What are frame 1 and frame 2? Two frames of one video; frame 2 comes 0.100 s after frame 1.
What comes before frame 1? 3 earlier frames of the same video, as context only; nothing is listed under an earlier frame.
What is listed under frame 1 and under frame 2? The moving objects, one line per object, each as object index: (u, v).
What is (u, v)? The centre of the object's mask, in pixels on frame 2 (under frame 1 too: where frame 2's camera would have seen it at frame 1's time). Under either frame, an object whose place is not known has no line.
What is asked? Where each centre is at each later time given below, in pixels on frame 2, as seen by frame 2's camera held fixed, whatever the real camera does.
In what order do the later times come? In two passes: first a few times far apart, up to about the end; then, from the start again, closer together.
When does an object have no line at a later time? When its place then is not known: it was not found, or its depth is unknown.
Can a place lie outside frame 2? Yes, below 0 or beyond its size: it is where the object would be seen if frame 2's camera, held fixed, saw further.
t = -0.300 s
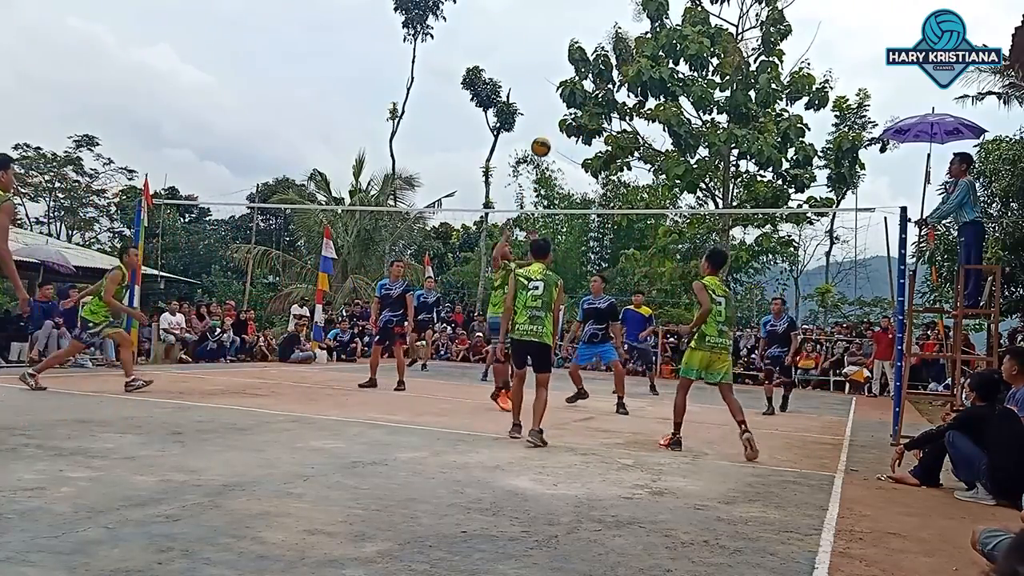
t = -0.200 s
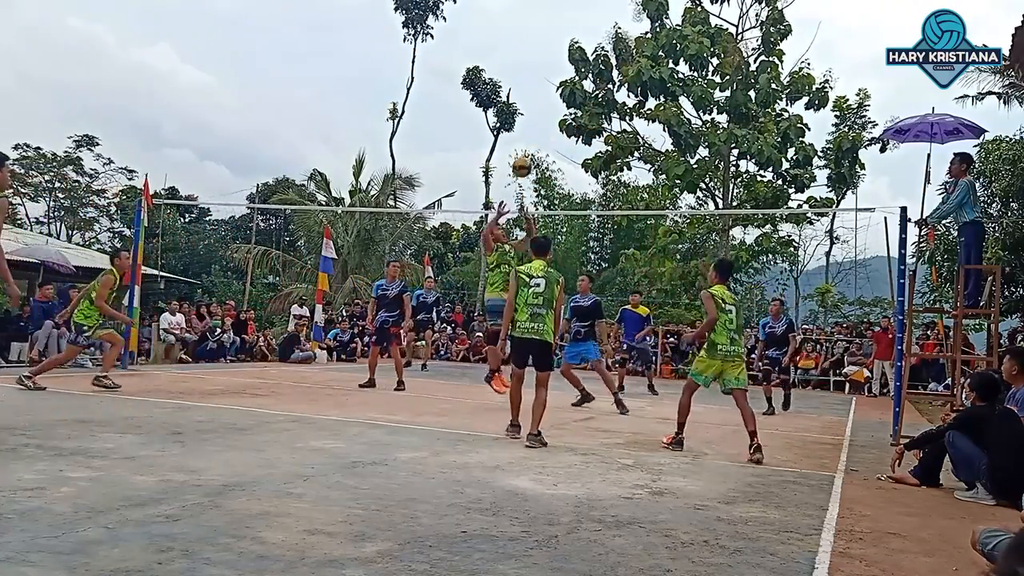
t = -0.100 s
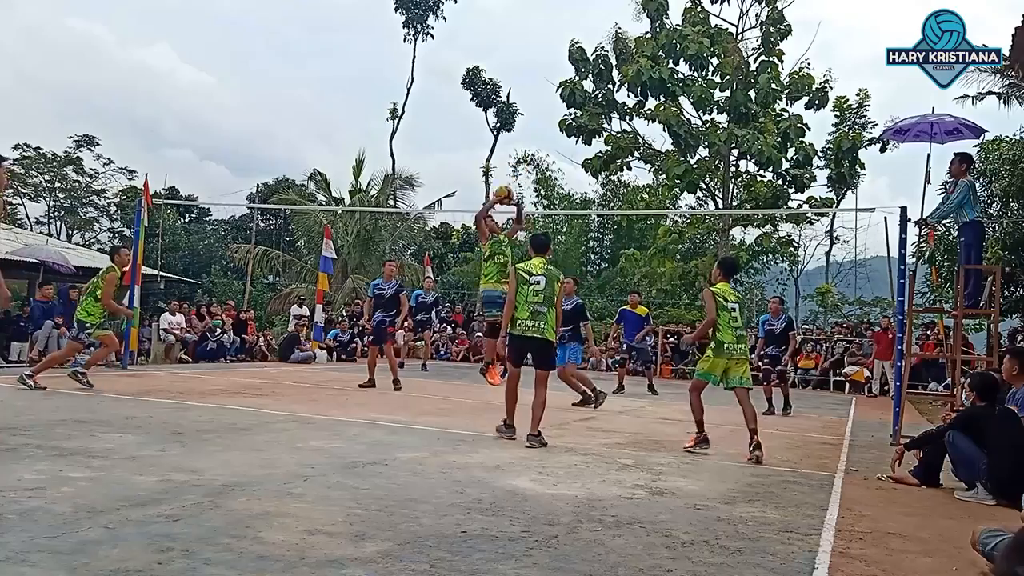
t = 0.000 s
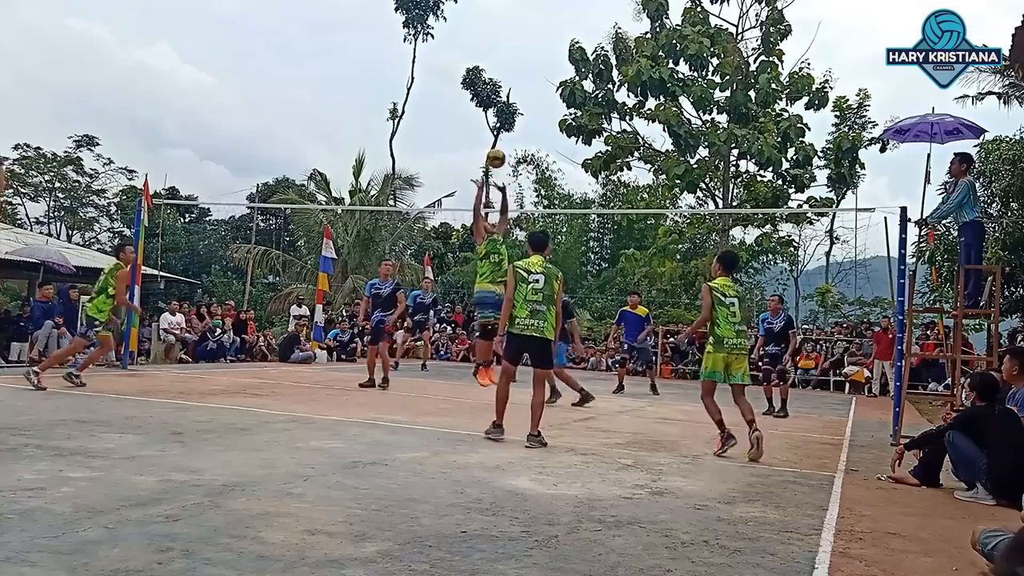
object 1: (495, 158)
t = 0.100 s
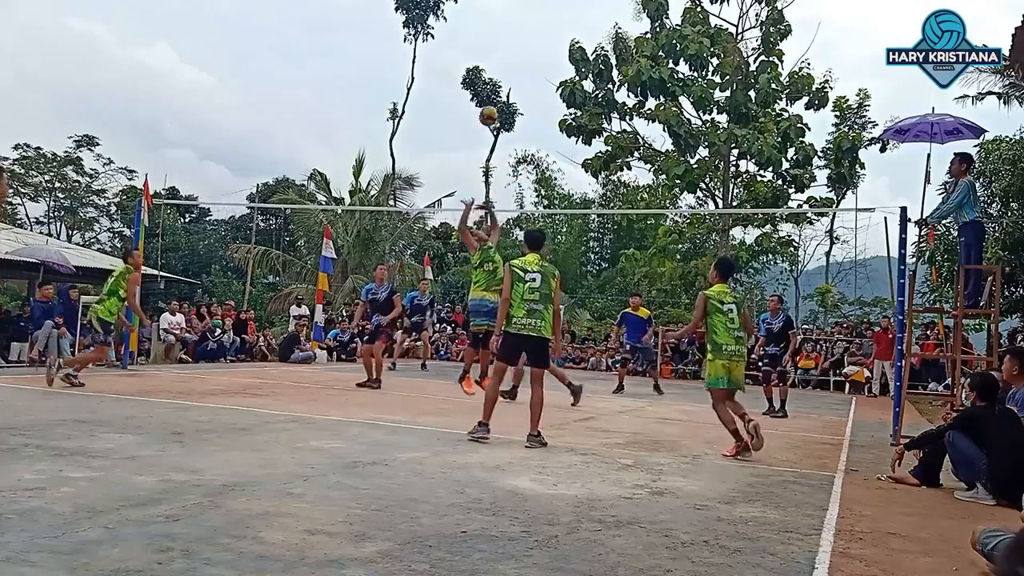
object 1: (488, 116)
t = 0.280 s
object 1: (473, 66)
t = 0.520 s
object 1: (450, 40)
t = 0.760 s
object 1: (426, 63)
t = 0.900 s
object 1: (412, 98)
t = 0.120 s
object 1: (486, 109)
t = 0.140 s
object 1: (485, 103)
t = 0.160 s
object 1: (482, 93)
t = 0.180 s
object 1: (482, 90)
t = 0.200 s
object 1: (479, 83)
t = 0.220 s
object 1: (478, 77)
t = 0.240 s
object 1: (477, 74)
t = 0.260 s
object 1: (475, 70)
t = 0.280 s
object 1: (473, 66)
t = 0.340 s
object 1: (467, 54)
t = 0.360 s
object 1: (465, 51)
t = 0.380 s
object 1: (464, 49)
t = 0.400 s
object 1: (461, 47)
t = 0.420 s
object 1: (460, 45)
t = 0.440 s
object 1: (458, 43)
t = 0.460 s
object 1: (456, 42)
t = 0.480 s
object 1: (454, 41)
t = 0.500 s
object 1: (452, 41)
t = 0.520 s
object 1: (450, 40)
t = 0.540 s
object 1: (448, 41)
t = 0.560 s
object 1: (446, 41)
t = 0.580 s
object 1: (445, 42)
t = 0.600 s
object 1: (443, 43)
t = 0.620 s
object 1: (441, 44)
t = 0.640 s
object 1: (438, 46)
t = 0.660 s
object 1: (437, 48)
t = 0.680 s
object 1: (434, 51)
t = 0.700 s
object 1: (432, 53)
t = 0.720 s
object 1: (430, 56)
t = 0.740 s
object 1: (428, 60)
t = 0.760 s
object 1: (426, 63)
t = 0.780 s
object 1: (425, 67)
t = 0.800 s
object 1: (422, 72)
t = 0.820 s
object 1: (420, 76)
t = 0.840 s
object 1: (418, 81)
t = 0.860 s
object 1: (416, 86)
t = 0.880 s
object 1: (414, 92)
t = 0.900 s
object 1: (412, 98)
